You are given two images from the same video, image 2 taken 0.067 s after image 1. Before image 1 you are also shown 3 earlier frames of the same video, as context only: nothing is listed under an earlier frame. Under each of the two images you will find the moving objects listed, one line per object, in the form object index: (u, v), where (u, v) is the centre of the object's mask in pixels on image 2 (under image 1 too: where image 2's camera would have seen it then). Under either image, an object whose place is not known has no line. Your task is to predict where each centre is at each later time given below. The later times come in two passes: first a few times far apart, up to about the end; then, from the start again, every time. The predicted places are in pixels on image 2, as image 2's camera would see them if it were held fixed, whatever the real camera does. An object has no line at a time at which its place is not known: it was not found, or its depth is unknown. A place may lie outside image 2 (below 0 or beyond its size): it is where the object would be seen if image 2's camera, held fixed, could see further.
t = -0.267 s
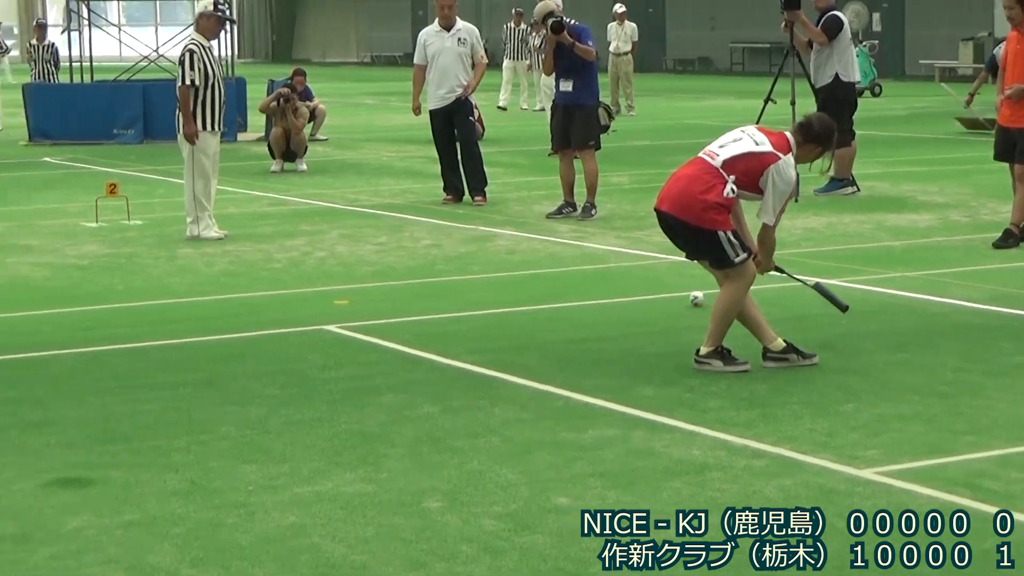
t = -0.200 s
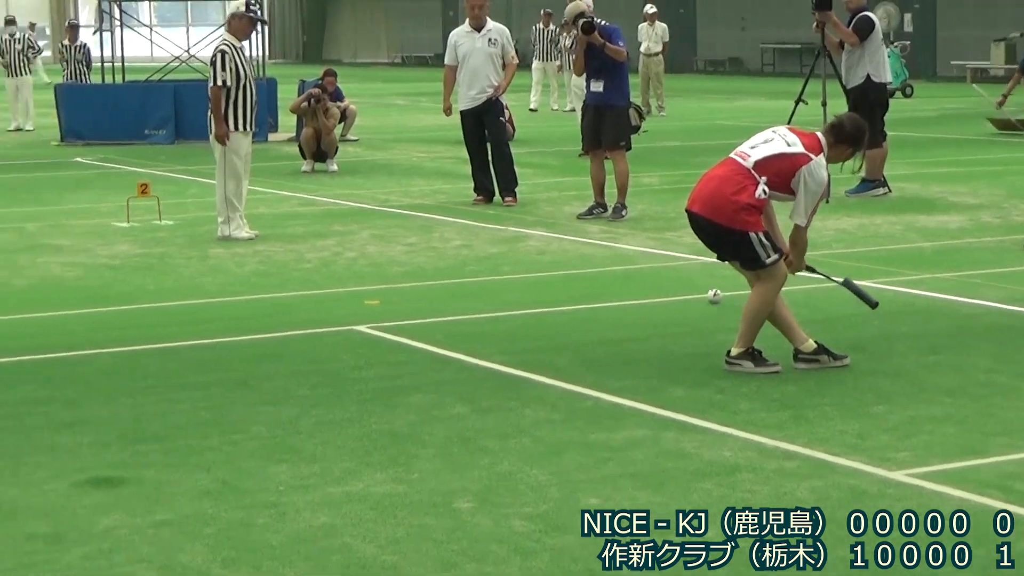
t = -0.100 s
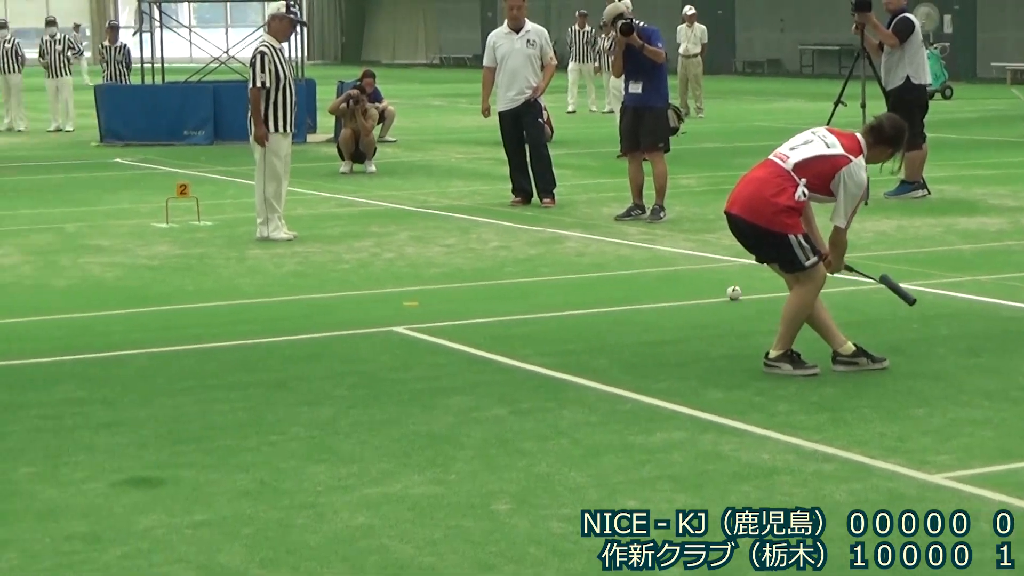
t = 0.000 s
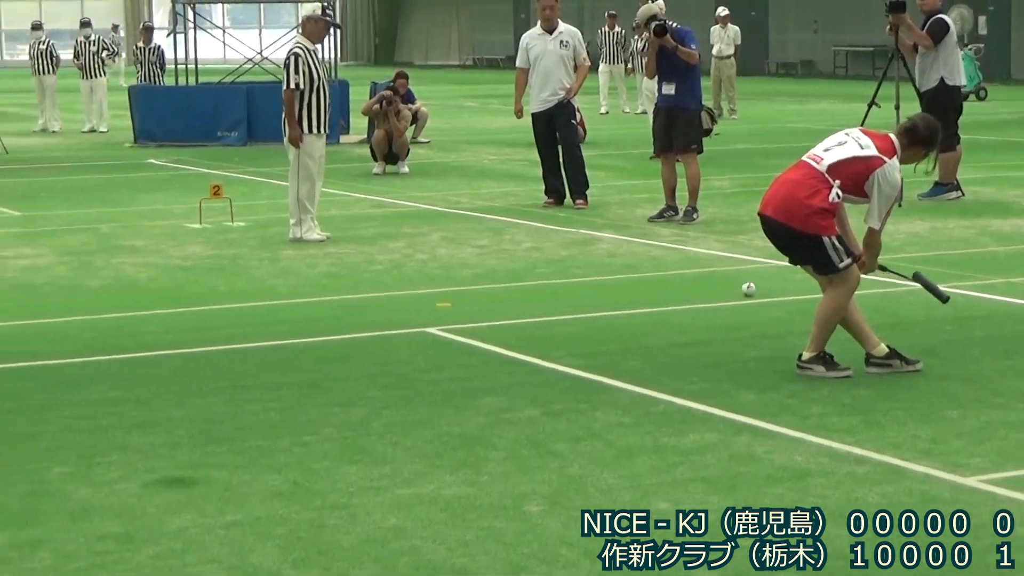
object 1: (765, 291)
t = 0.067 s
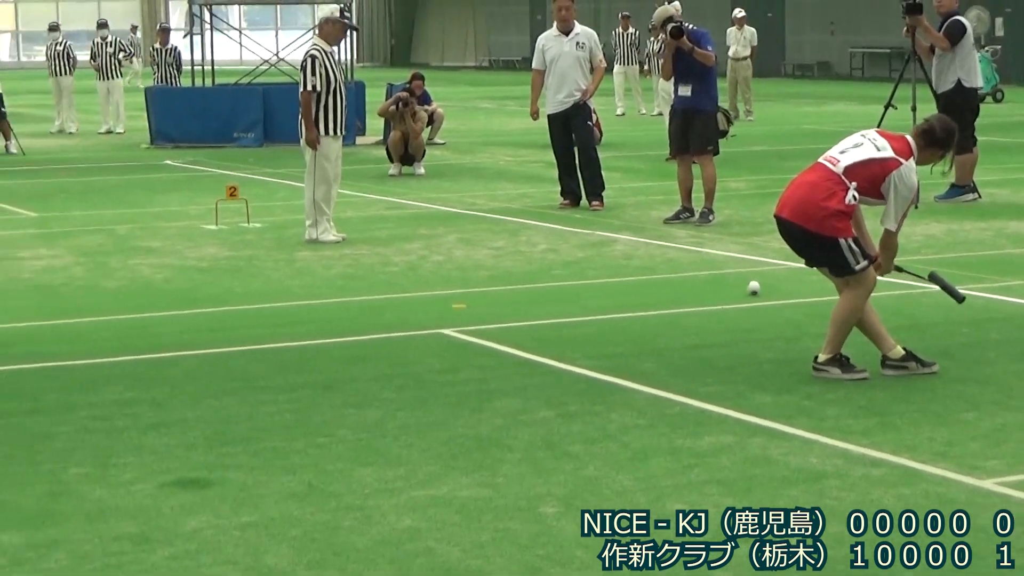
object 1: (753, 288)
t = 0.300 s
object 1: (717, 279)
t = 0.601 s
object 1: (677, 267)
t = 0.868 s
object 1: (647, 259)
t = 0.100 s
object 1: (748, 286)
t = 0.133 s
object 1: (742, 285)
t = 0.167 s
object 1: (737, 283)
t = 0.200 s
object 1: (732, 282)
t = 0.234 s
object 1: (726, 281)
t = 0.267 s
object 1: (722, 280)
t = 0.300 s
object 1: (717, 279)
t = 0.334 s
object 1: (712, 277)
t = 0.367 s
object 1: (707, 276)
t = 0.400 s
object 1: (703, 275)
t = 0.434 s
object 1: (698, 274)
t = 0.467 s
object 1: (694, 272)
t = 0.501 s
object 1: (689, 271)
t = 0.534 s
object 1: (685, 270)
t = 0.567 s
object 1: (681, 269)
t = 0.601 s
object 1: (677, 267)
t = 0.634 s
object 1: (673, 266)
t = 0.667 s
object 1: (669, 265)
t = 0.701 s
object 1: (666, 264)
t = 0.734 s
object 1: (662, 263)
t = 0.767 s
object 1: (658, 261)
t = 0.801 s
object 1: (654, 261)
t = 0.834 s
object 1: (651, 260)
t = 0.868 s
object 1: (647, 259)
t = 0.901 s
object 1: (644, 257)
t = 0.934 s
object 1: (642, 257)
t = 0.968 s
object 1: (639, 255)
